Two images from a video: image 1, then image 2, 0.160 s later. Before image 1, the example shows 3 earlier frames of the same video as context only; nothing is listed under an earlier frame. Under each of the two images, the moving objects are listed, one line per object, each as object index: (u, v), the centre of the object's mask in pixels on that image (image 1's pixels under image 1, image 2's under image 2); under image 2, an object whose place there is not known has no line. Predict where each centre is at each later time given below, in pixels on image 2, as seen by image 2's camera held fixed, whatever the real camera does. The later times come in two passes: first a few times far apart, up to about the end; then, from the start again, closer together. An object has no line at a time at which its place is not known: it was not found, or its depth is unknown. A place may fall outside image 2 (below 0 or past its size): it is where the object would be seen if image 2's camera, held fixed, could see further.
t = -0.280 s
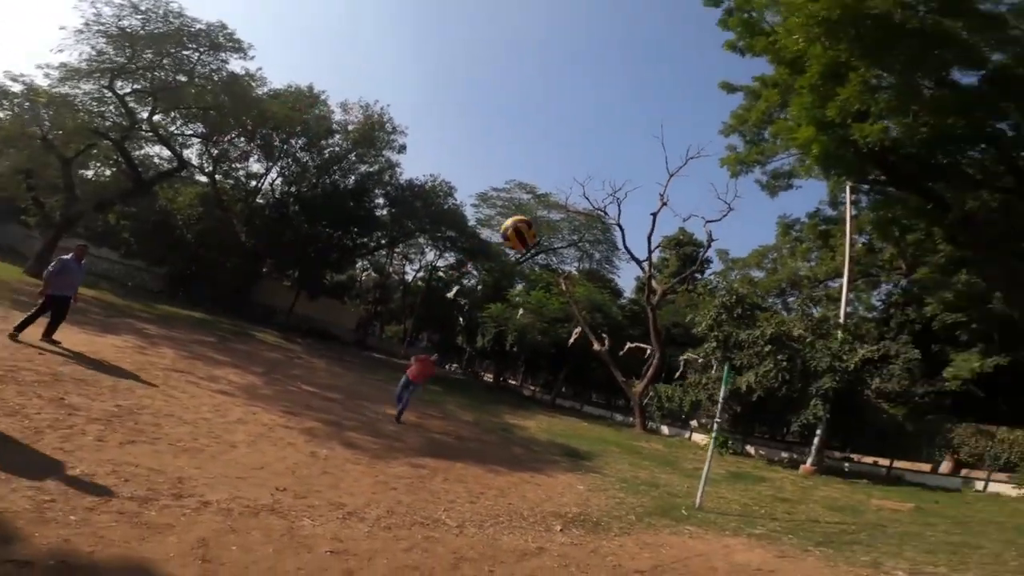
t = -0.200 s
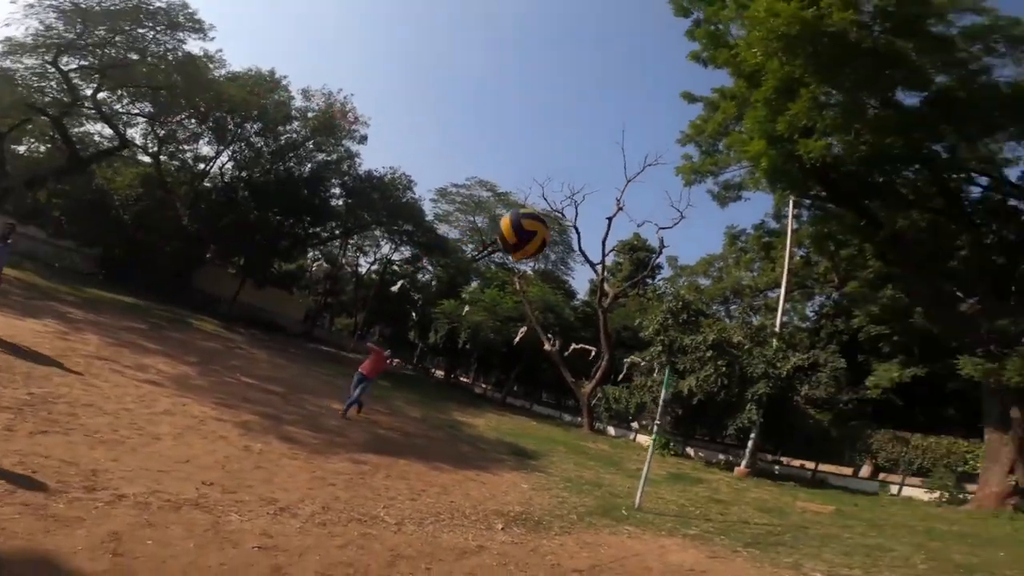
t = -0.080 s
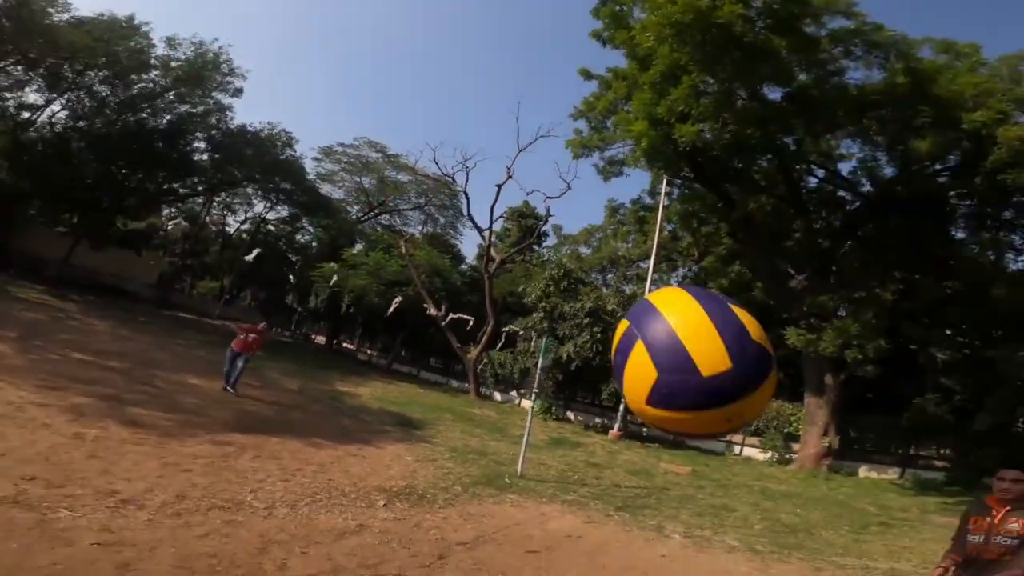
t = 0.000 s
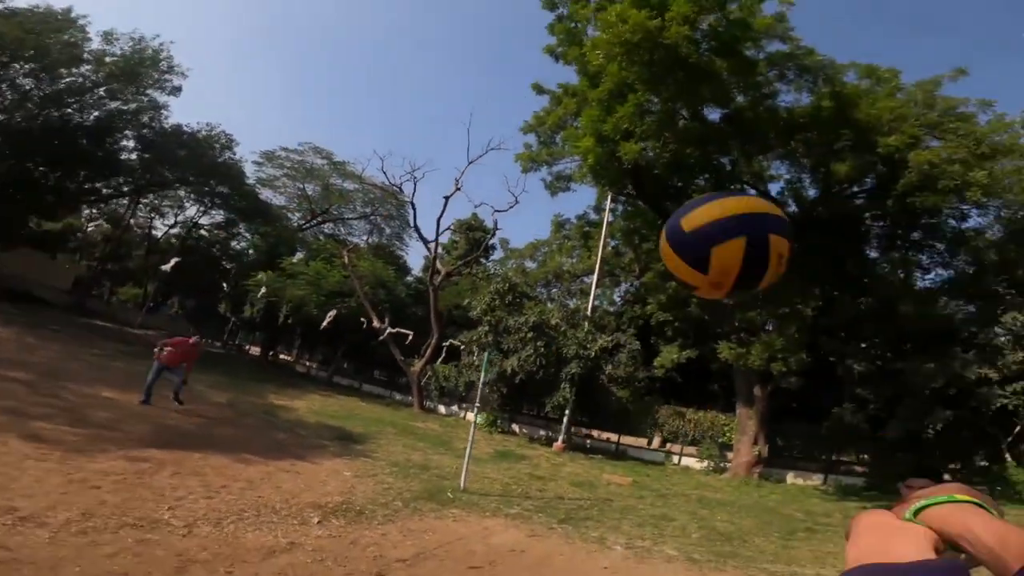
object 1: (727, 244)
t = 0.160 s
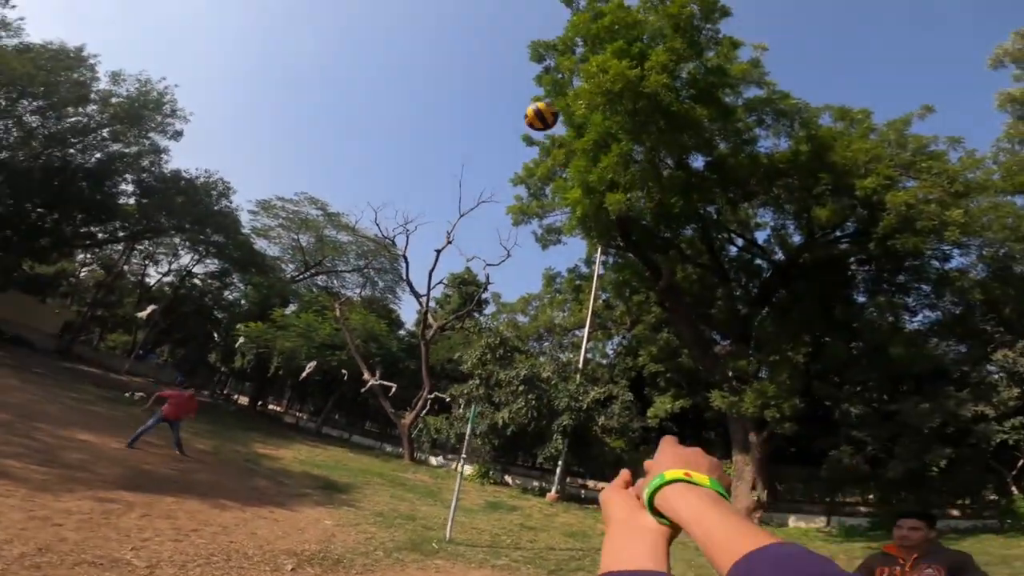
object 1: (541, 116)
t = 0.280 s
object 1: (517, 100)
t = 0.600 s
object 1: (489, 106)
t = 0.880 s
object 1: (471, 130)
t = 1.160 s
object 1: (456, 166)
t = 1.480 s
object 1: (436, 222)
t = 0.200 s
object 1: (531, 108)
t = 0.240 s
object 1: (524, 104)
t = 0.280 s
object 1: (517, 100)
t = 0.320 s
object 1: (513, 99)
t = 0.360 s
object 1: (507, 98)
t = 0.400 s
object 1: (504, 99)
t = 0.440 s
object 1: (500, 99)
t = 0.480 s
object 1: (497, 101)
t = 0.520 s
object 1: (494, 103)
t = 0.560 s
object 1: (492, 104)
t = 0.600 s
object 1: (489, 106)
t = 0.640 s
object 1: (486, 109)
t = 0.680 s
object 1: (483, 112)
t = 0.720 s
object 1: (481, 115)
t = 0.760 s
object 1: (479, 118)
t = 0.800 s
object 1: (476, 122)
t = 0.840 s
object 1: (474, 126)
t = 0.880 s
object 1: (471, 130)
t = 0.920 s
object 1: (469, 134)
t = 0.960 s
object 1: (467, 139)
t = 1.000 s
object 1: (465, 144)
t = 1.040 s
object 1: (463, 150)
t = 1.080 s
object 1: (460, 155)
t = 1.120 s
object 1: (459, 161)
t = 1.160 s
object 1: (456, 166)
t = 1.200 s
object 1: (454, 172)
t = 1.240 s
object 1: (452, 179)
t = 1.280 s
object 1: (450, 185)
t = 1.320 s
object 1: (447, 192)
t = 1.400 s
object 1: (442, 206)
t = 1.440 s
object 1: (439, 214)
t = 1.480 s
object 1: (436, 222)
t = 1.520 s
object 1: (434, 229)
